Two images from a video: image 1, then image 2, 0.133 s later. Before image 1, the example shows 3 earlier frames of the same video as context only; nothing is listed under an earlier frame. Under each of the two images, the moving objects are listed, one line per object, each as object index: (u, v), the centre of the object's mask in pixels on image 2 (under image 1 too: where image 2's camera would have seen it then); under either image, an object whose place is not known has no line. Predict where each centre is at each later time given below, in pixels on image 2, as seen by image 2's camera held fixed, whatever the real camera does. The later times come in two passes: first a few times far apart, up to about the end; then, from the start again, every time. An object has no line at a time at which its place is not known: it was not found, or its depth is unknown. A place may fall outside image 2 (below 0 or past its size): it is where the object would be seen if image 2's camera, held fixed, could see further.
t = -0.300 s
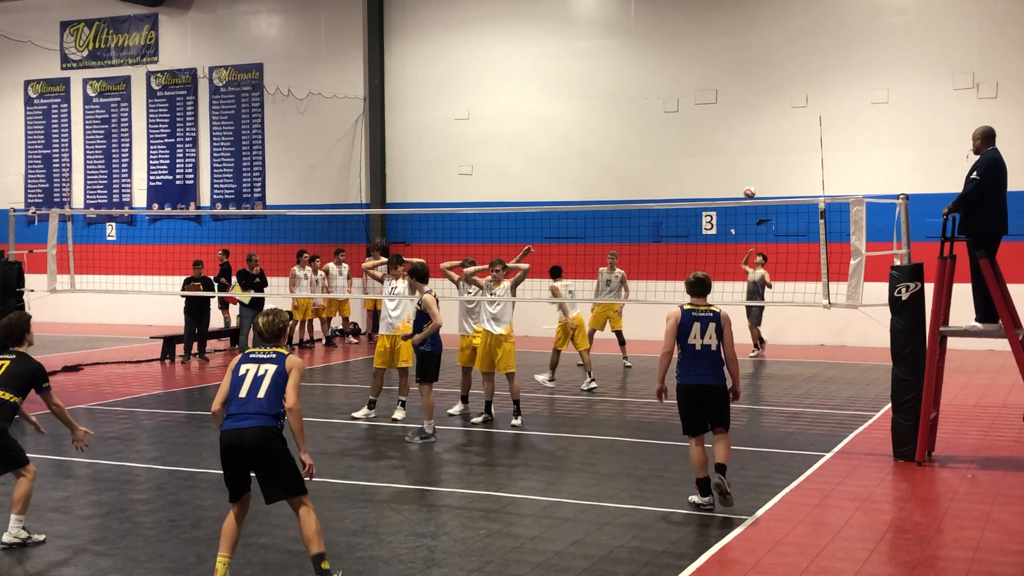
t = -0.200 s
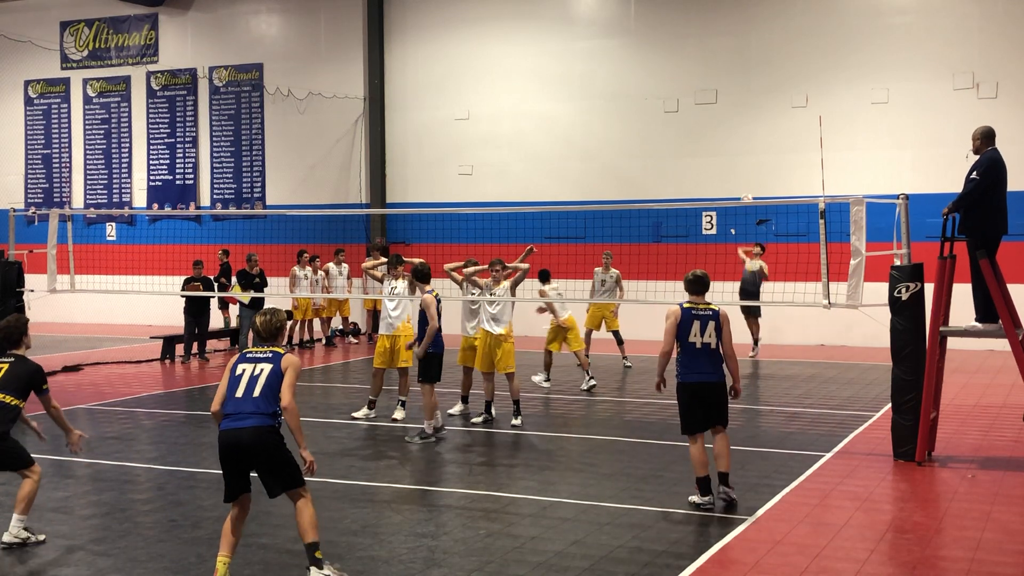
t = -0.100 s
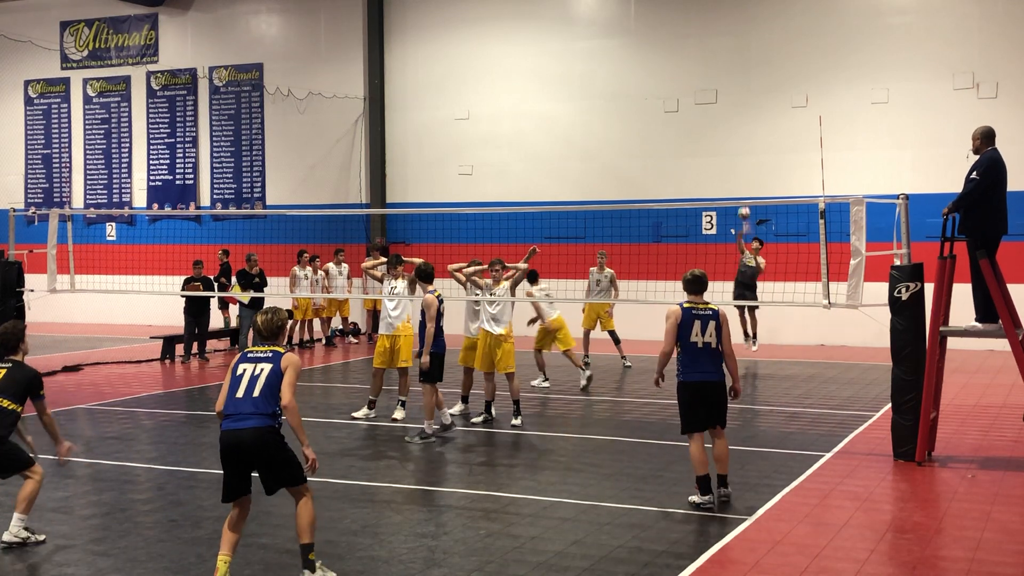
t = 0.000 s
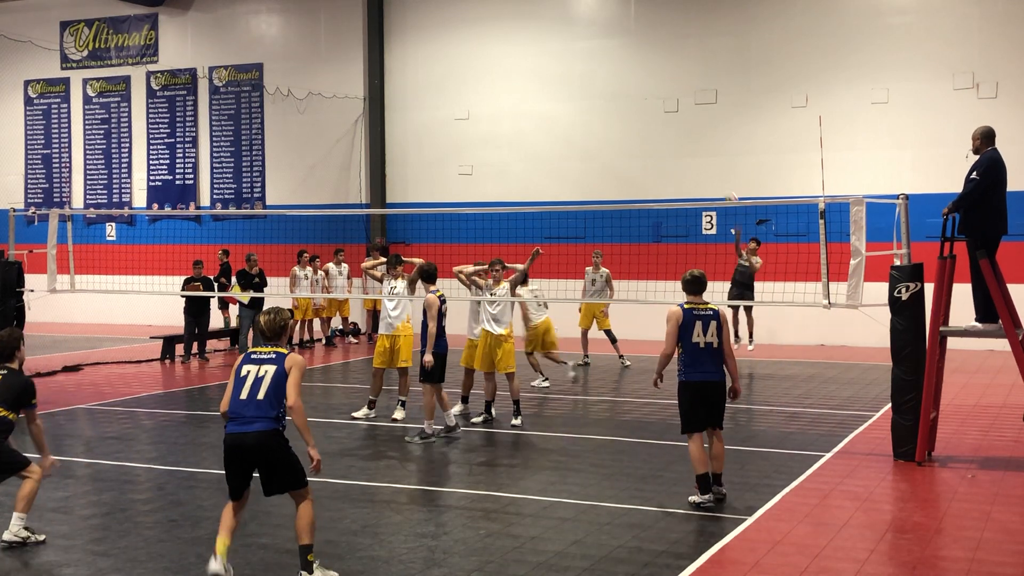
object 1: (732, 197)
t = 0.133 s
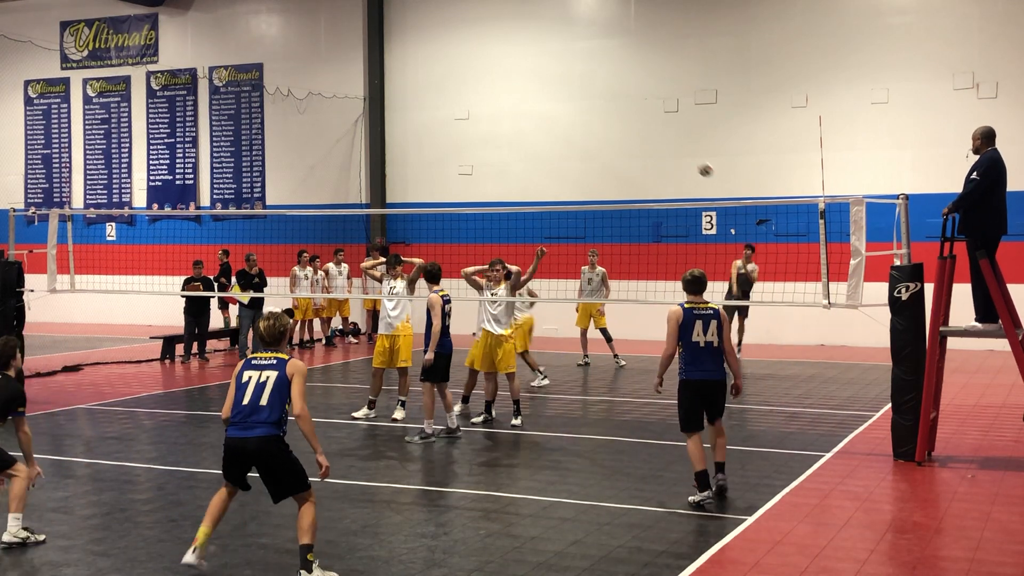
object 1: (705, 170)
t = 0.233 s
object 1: (682, 154)
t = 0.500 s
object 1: (607, 151)
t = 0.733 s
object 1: (515, 225)
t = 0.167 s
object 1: (698, 164)
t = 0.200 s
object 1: (690, 158)
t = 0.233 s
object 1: (682, 154)
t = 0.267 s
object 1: (675, 151)
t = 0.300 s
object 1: (666, 147)
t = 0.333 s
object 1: (657, 145)
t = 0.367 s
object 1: (648, 144)
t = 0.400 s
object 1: (639, 143)
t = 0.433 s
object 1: (629, 145)
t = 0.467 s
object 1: (618, 147)
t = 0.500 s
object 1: (607, 151)
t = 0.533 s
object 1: (596, 157)
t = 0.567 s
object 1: (585, 163)
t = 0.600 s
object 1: (572, 172)
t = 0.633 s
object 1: (559, 183)
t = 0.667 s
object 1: (546, 194)
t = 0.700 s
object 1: (530, 208)
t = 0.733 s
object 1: (515, 225)
